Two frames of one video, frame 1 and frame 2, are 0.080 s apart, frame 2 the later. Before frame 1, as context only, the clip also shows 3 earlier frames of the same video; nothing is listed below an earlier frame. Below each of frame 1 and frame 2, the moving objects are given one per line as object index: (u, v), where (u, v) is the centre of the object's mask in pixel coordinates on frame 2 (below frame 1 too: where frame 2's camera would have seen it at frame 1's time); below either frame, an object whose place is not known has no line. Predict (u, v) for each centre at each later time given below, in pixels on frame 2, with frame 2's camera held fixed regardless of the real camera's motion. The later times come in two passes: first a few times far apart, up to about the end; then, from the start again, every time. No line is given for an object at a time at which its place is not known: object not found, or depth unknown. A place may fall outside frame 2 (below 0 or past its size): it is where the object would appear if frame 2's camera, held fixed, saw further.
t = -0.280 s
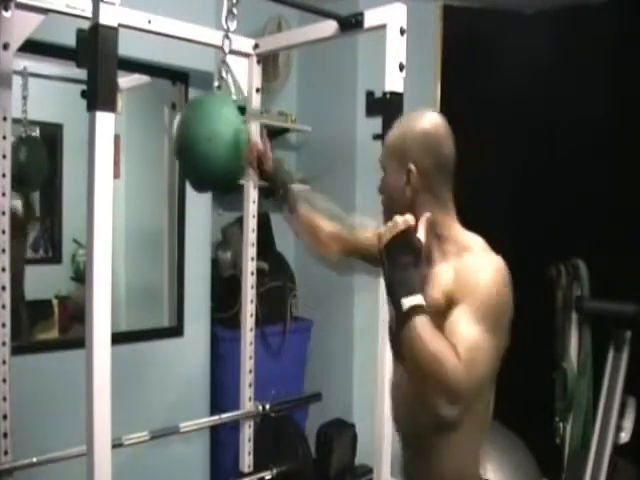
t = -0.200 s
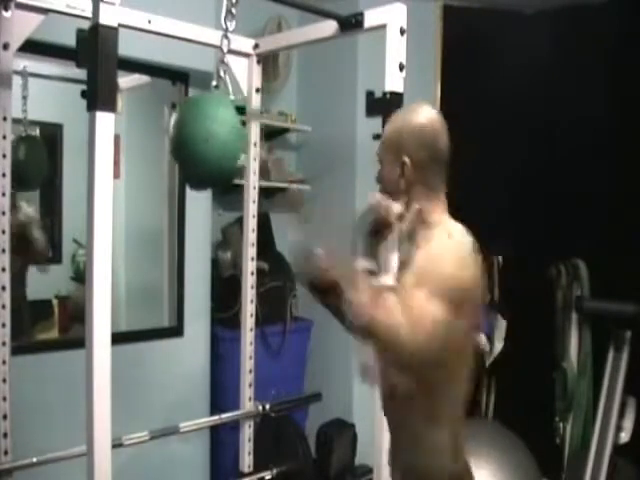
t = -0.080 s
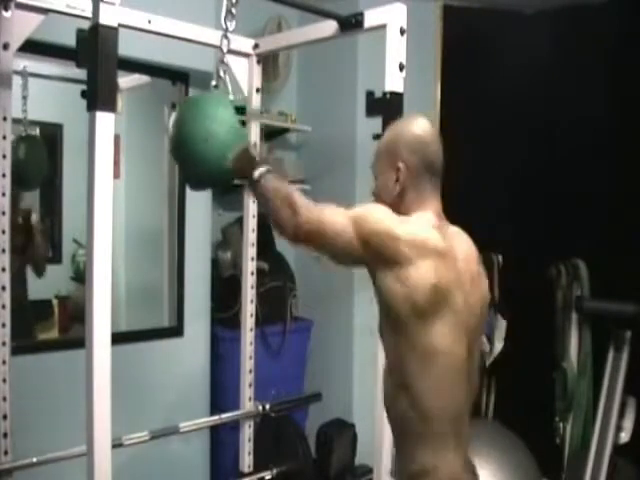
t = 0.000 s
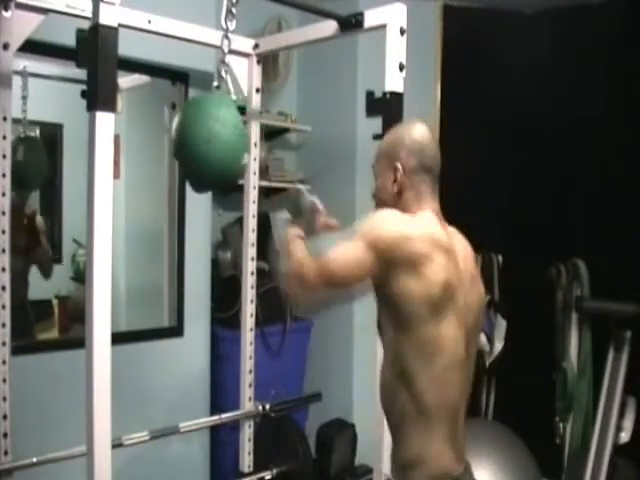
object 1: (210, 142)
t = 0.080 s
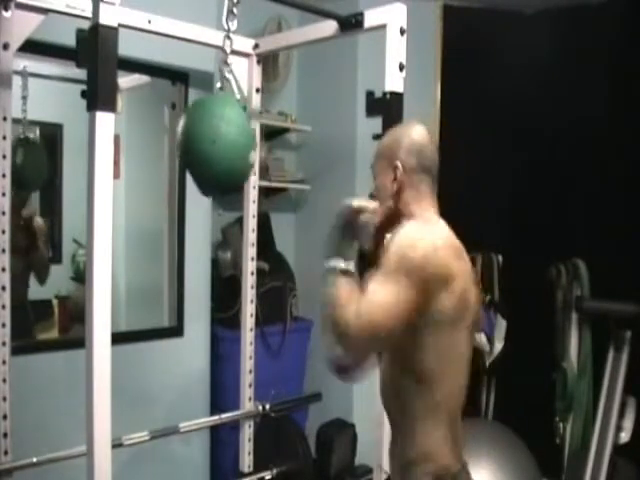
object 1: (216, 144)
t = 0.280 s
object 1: (237, 141)
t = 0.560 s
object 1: (250, 136)
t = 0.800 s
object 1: (232, 143)
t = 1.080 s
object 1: (210, 142)
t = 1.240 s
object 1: (210, 141)
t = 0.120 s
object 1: (220, 143)
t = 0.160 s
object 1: (225, 144)
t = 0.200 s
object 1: (230, 144)
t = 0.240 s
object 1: (233, 142)
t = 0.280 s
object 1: (237, 141)
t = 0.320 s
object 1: (241, 140)
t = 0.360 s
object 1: (245, 137)
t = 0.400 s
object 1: (247, 136)
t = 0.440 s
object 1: (249, 136)
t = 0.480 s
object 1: (250, 136)
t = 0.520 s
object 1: (250, 136)
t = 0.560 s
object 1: (250, 136)
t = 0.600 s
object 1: (248, 136)
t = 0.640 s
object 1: (246, 137)
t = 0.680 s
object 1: (244, 139)
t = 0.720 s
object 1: (240, 140)
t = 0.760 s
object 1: (236, 140)
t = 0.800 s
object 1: (232, 143)
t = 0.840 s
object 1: (229, 144)
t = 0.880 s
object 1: (224, 144)
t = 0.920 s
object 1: (220, 144)
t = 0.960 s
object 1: (217, 143)
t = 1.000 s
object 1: (214, 143)
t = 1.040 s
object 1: (212, 142)
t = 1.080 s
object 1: (210, 142)
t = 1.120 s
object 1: (210, 141)
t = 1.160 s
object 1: (210, 141)
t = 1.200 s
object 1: (210, 141)
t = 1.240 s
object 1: (210, 141)
